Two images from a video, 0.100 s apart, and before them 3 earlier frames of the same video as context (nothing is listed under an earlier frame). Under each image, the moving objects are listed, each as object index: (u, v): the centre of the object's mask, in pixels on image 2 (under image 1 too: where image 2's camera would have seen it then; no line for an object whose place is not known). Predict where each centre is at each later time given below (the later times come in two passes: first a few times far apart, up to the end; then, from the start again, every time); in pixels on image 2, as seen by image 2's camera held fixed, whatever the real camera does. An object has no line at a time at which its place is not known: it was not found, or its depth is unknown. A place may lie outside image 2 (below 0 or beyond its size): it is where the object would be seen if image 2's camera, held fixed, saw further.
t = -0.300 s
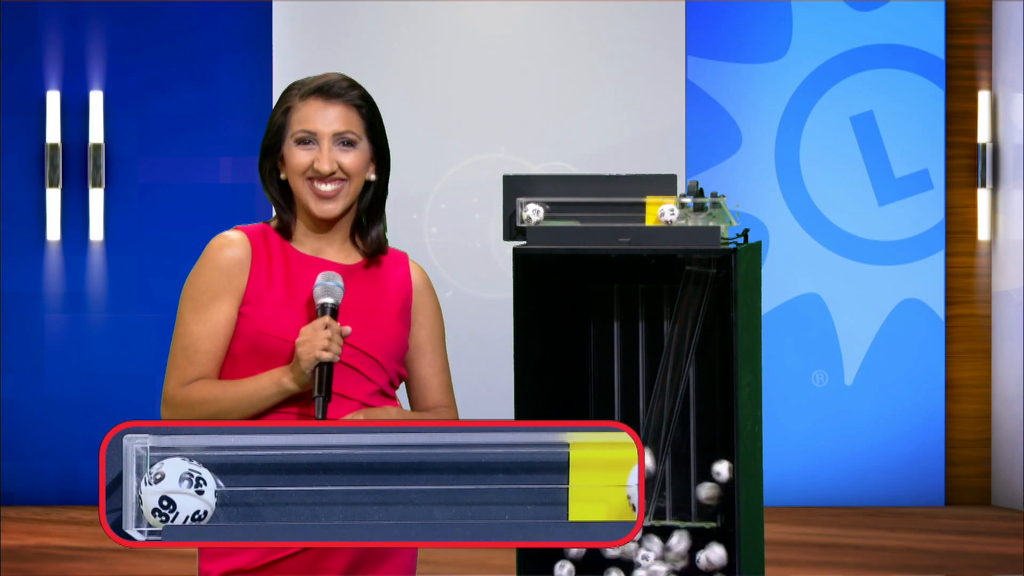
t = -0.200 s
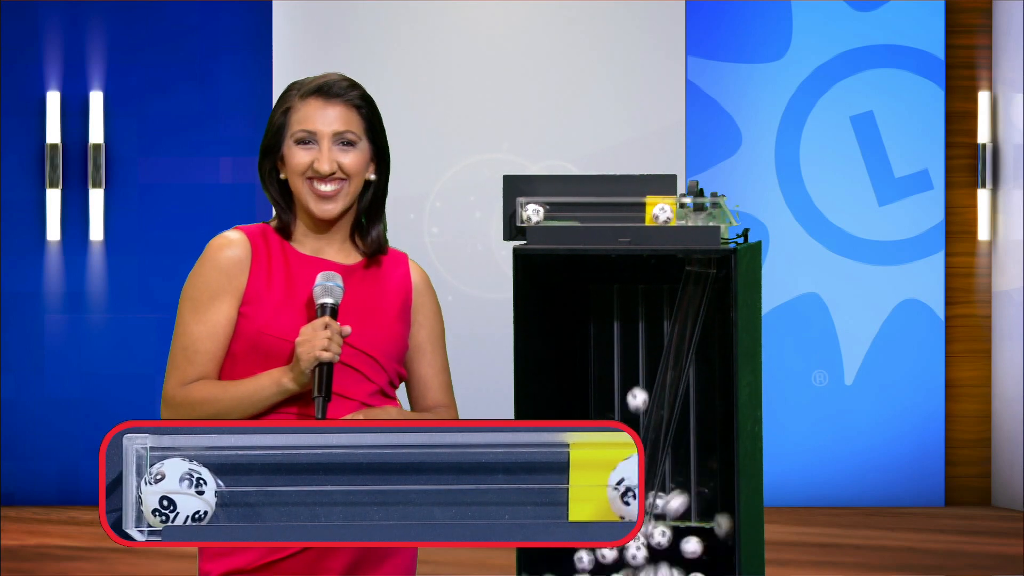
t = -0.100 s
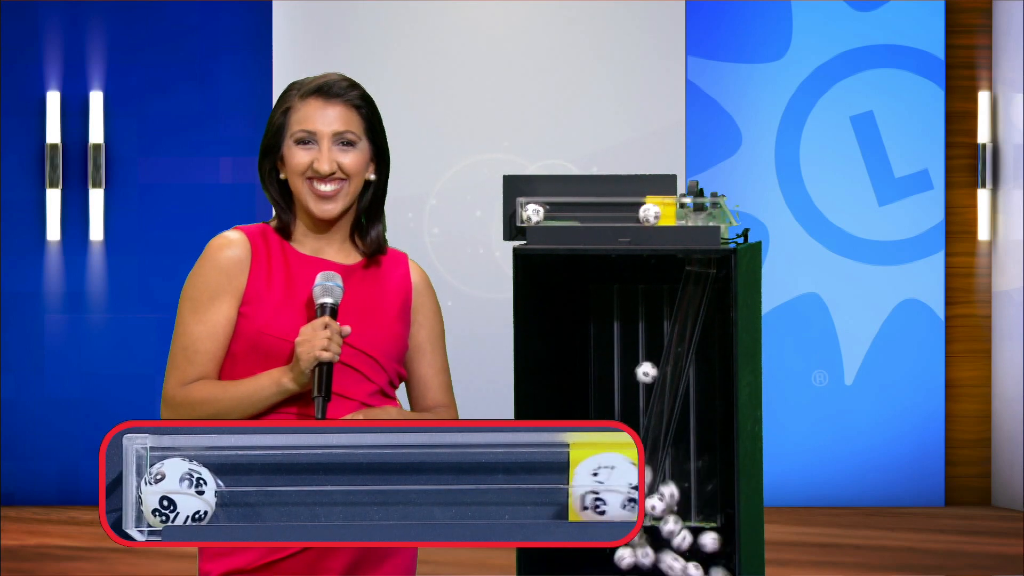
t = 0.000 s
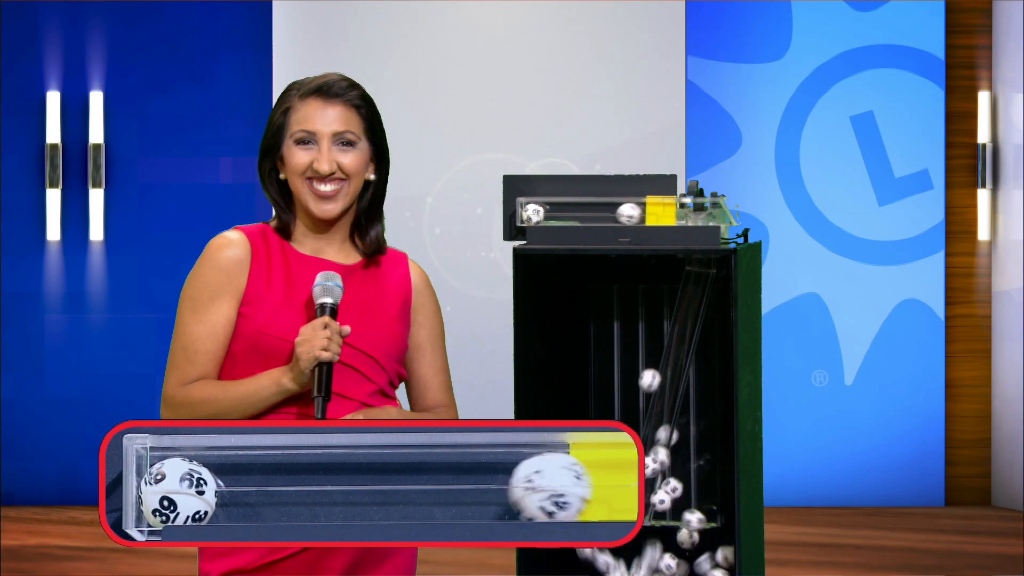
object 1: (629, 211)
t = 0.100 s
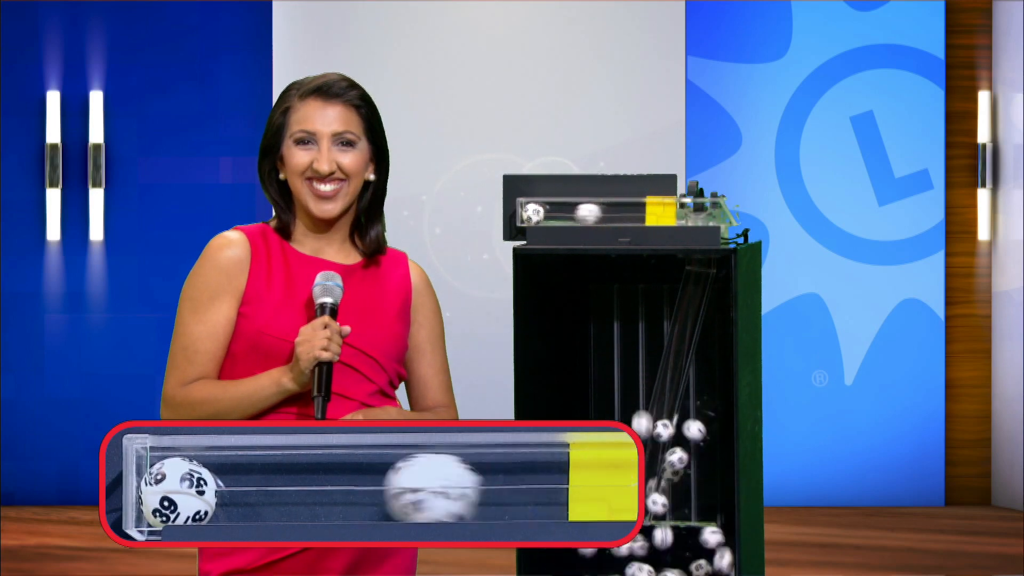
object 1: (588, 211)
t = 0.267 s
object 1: (565, 210)
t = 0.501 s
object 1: (555, 209)
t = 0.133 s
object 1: (570, 210)
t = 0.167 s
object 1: (557, 209)
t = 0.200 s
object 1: (565, 209)
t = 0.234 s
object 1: (567, 209)
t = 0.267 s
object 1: (565, 210)
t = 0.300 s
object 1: (562, 210)
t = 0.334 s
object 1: (558, 210)
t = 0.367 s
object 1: (557, 209)
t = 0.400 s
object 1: (558, 209)
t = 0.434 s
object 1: (558, 209)
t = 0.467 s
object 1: (556, 209)
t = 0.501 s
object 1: (555, 209)
